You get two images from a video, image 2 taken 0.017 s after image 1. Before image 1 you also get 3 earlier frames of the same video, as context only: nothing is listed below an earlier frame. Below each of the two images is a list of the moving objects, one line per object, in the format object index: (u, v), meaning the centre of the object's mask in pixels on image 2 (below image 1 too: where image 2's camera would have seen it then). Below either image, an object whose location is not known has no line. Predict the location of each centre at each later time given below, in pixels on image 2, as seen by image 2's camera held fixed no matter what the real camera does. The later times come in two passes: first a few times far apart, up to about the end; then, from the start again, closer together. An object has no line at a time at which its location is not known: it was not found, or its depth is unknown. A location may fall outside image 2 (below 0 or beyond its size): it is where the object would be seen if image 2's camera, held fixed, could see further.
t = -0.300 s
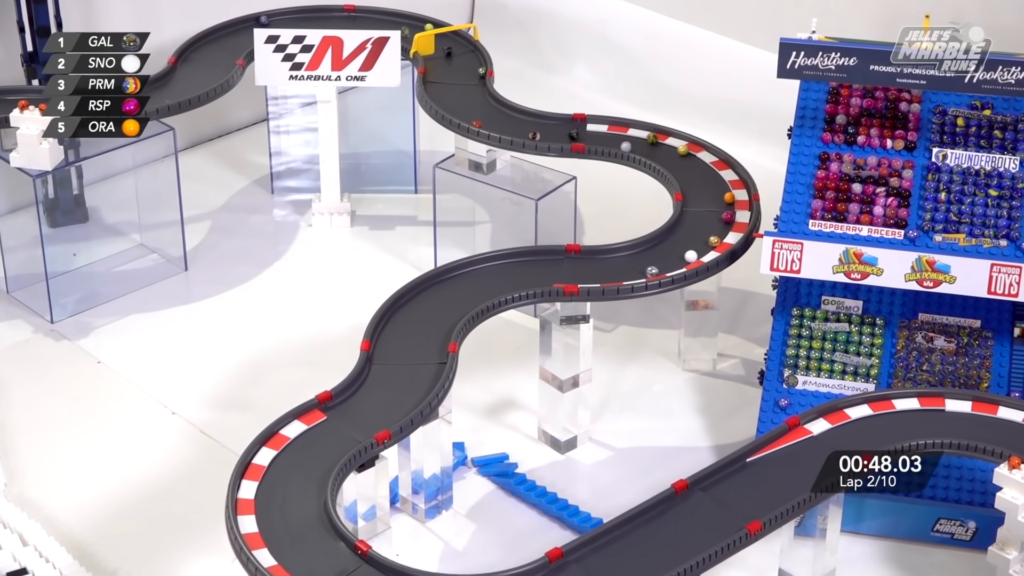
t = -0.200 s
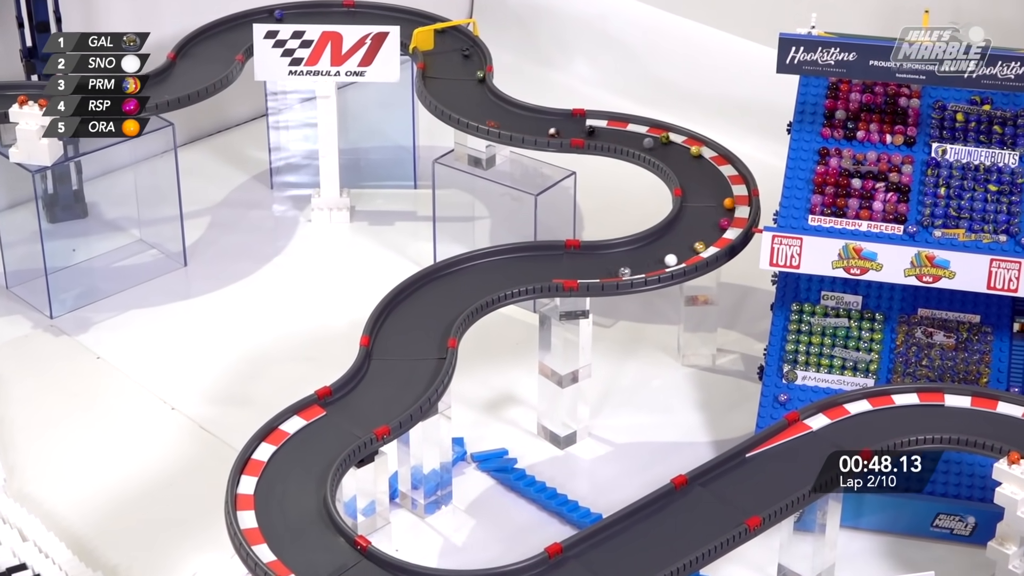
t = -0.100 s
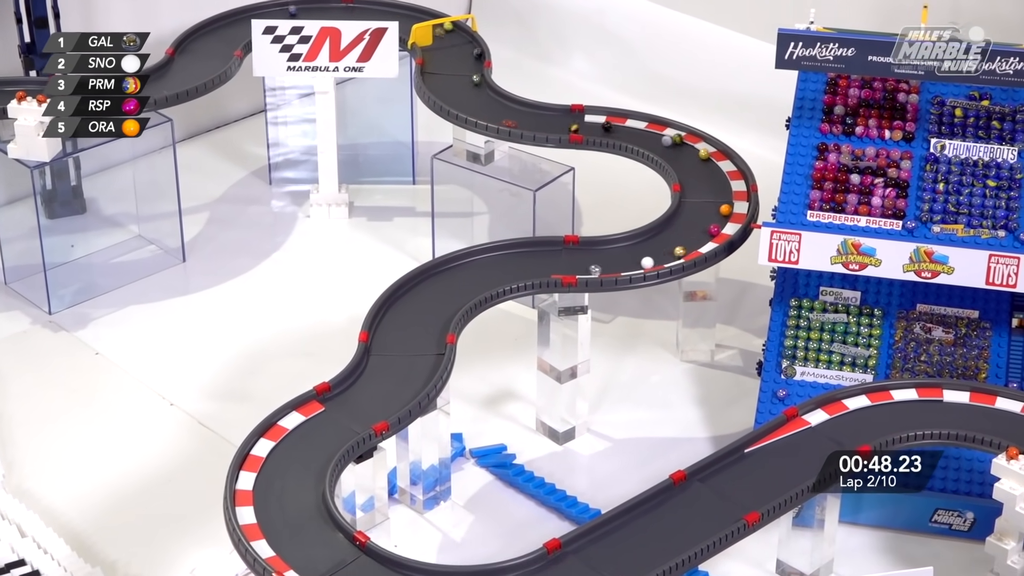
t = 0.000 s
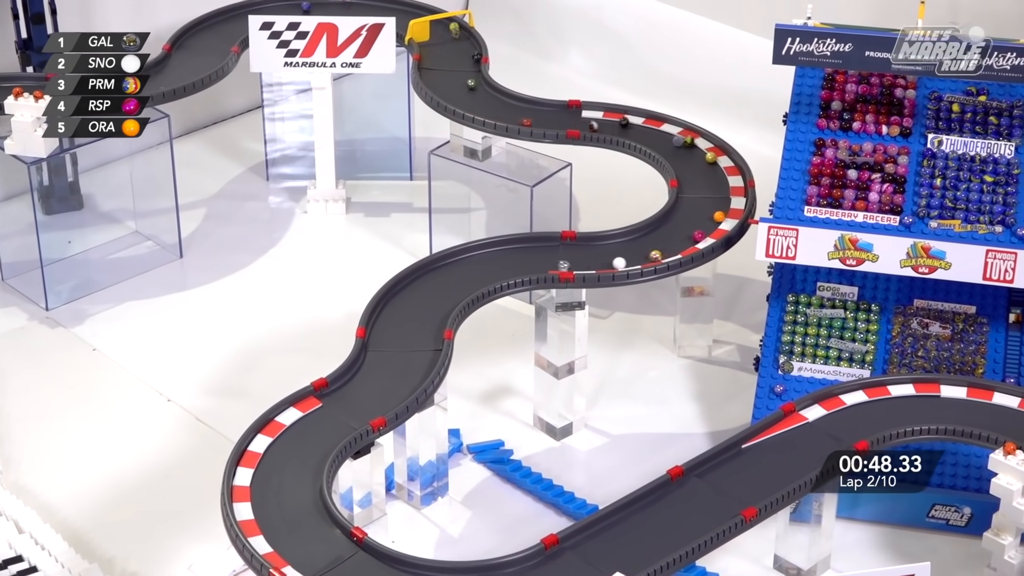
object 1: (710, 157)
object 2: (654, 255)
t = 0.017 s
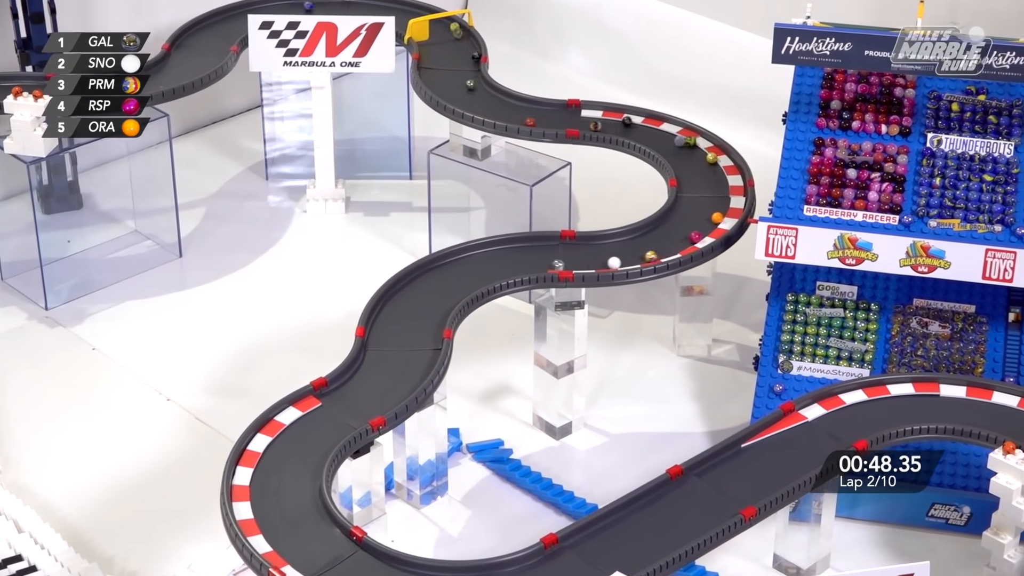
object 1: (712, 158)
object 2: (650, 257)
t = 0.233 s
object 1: (723, 177)
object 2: (592, 264)
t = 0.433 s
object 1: (723, 196)
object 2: (535, 265)
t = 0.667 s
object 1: (716, 219)
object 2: (469, 263)
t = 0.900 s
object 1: (686, 242)
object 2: (418, 276)
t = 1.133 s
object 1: (638, 259)
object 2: (395, 311)
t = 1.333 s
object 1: (586, 265)
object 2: (380, 348)
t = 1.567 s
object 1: (524, 264)
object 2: (363, 405)
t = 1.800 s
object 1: (460, 265)
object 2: (315, 450)
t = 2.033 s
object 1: (416, 281)
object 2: (257, 487)
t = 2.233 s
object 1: (398, 311)
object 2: (273, 521)
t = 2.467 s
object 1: (382, 354)
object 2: (307, 564)
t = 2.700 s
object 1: (365, 410)
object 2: (369, 595)
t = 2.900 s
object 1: (324, 447)
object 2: (435, 607)
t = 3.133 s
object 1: (264, 483)
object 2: (520, 603)
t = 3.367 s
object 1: (253, 515)
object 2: (592, 577)
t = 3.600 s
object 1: (285, 549)
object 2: (647, 542)
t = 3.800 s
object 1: (339, 577)
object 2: (689, 505)
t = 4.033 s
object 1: (427, 596)
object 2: (734, 465)
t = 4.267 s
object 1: (520, 603)
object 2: (787, 428)
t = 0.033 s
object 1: (713, 160)
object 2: (646, 258)
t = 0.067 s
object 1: (715, 162)
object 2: (638, 260)
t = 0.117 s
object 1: (718, 167)
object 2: (625, 262)
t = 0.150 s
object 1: (720, 170)
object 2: (615, 263)
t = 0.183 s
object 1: (721, 172)
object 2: (605, 264)
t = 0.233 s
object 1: (723, 177)
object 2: (592, 264)
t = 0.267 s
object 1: (724, 181)
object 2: (582, 265)
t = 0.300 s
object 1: (724, 183)
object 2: (573, 265)
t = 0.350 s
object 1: (724, 188)
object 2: (559, 265)
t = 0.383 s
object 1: (723, 191)
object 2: (549, 265)
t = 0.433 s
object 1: (723, 196)
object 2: (535, 265)
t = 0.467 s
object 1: (722, 199)
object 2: (526, 263)
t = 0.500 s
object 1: (722, 202)
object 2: (518, 264)
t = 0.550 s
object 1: (720, 207)
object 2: (504, 263)
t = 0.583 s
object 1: (719, 210)
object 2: (493, 264)
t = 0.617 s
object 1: (718, 214)
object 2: (483, 263)
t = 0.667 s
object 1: (716, 219)
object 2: (469, 263)
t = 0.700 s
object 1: (713, 223)
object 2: (459, 263)
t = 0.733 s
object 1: (710, 226)
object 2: (449, 264)
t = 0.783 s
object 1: (703, 230)
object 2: (435, 265)
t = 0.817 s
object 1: (699, 234)
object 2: (430, 268)
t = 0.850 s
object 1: (694, 237)
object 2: (425, 271)
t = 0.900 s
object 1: (686, 242)
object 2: (418, 276)
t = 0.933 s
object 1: (680, 244)
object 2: (414, 281)
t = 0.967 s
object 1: (673, 247)
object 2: (411, 285)
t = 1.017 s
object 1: (663, 251)
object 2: (405, 293)
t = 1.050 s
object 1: (656, 254)
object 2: (402, 298)
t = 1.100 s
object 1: (645, 257)
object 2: (398, 306)
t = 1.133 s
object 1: (638, 259)
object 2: (395, 311)
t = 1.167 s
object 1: (629, 261)
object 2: (392, 317)
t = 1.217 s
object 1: (617, 263)
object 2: (389, 326)
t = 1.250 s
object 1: (608, 264)
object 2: (386, 332)
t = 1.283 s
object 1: (600, 265)
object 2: (384, 338)
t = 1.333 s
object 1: (586, 265)
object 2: (380, 348)
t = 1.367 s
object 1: (578, 265)
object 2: (378, 356)
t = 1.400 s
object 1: (569, 265)
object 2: (376, 363)
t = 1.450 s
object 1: (555, 265)
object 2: (372, 375)
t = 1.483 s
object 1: (546, 265)
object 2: (369, 383)
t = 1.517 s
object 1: (537, 264)
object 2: (368, 391)
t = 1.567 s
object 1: (524, 264)
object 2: (363, 405)
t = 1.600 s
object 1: (515, 264)
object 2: (360, 413)
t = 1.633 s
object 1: (506, 263)
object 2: (357, 422)
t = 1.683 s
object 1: (492, 263)
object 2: (346, 430)
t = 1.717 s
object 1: (483, 264)
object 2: (337, 436)
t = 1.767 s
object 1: (469, 264)
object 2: (324, 445)
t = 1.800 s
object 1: (460, 265)
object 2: (315, 450)
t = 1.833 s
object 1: (451, 265)
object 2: (305, 455)
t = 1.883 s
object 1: (438, 266)
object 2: (293, 463)
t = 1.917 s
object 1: (431, 268)
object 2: (284, 469)
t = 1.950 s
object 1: (426, 271)
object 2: (275, 474)
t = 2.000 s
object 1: (419, 277)
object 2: (262, 482)
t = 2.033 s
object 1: (416, 281)
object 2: (257, 487)
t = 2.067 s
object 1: (412, 286)
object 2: (258, 492)
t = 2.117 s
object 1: (407, 292)
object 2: (262, 501)
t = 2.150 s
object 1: (404, 298)
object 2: (263, 507)
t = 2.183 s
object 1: (401, 303)
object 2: (267, 512)
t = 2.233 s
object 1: (398, 311)
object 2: (273, 521)
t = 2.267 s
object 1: (396, 317)
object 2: (276, 528)
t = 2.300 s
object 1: (393, 322)
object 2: (281, 534)
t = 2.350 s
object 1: (390, 331)
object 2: (289, 542)
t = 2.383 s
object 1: (387, 337)
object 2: (294, 549)
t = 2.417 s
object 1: (385, 343)
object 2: (300, 555)
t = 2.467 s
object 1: (382, 354)
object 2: (307, 564)
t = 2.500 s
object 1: (380, 361)
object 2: (315, 570)
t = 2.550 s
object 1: (376, 373)
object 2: (326, 578)
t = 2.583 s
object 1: (374, 381)
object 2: (335, 582)
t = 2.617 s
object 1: (372, 389)
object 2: (345, 586)
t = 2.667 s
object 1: (368, 402)
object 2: (359, 592)
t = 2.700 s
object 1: (365, 410)
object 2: (369, 595)
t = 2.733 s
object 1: (362, 418)
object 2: (378, 598)
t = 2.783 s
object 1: (354, 428)
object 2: (395, 602)
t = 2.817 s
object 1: (345, 433)
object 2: (406, 604)
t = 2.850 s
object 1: (336, 439)
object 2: (417, 605)
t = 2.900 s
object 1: (324, 447)
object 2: (435, 607)
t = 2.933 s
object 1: (315, 452)
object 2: (446, 607)
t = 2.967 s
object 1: (307, 457)
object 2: (459, 608)
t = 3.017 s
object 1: (294, 464)
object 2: (477, 607)
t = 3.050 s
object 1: (285, 470)
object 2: (489, 607)
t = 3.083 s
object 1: (277, 475)
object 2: (501, 606)
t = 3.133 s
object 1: (264, 483)
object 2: (520, 603)
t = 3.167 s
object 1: (261, 485)
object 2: (533, 602)
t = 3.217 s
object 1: (255, 493)
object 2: (550, 597)
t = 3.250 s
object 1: (252, 497)
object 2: (560, 593)
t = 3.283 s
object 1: (249, 502)
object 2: (570, 589)
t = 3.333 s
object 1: (251, 510)
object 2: (584, 582)
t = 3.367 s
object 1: (253, 515)
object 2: (592, 577)
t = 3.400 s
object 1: (256, 520)
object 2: (601, 572)
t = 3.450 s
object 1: (262, 527)
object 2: (613, 564)
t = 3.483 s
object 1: (266, 531)
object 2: (621, 560)
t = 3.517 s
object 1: (270, 537)
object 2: (628, 555)
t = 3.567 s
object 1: (279, 544)
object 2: (640, 547)
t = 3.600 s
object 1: (285, 549)
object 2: (647, 542)
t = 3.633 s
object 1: (292, 554)
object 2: (654, 536)
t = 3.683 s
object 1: (303, 561)
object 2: (665, 527)
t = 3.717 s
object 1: (311, 566)
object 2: (672, 521)
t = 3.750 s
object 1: (322, 571)
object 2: (679, 514)
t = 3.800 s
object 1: (339, 577)
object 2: (689, 505)
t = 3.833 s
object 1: (351, 580)
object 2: (696, 499)
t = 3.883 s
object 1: (370, 585)
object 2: (705, 490)
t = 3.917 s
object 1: (382, 588)
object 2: (711, 484)
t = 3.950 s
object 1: (395, 590)
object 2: (717, 479)
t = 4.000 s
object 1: (414, 594)
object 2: (727, 471)
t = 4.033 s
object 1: (427, 596)
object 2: (734, 465)
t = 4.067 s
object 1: (440, 598)
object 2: (741, 460)
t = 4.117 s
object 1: (459, 600)
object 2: (752, 451)
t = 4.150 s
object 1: (473, 601)
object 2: (759, 446)
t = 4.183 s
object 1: (486, 602)
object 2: (767, 441)
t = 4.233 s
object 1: (506, 603)
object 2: (779, 434)
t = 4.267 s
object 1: (520, 603)
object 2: (787, 428)
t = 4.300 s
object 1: (532, 602)
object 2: (797, 425)
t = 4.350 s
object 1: (548, 597)
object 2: (812, 420)
